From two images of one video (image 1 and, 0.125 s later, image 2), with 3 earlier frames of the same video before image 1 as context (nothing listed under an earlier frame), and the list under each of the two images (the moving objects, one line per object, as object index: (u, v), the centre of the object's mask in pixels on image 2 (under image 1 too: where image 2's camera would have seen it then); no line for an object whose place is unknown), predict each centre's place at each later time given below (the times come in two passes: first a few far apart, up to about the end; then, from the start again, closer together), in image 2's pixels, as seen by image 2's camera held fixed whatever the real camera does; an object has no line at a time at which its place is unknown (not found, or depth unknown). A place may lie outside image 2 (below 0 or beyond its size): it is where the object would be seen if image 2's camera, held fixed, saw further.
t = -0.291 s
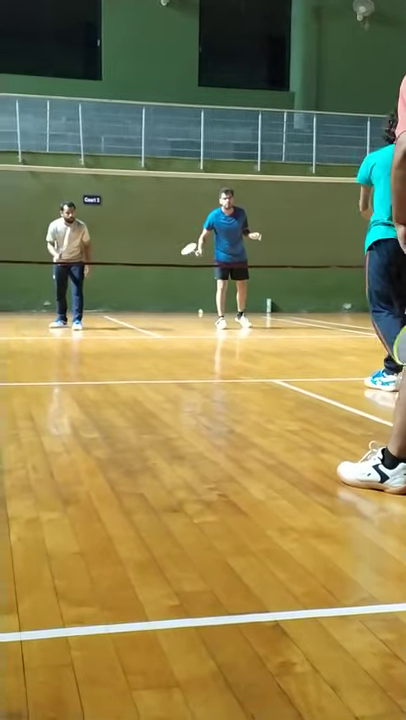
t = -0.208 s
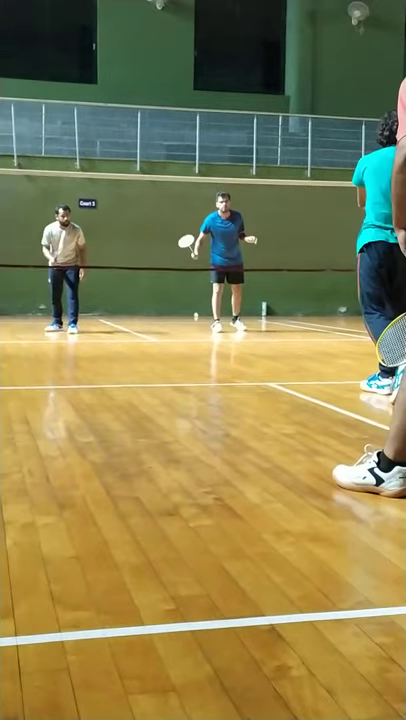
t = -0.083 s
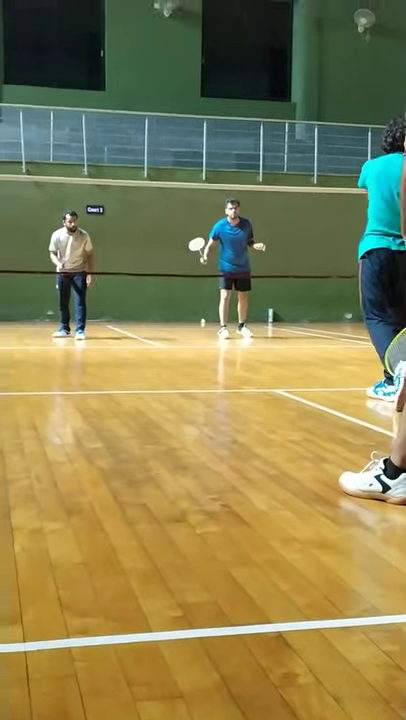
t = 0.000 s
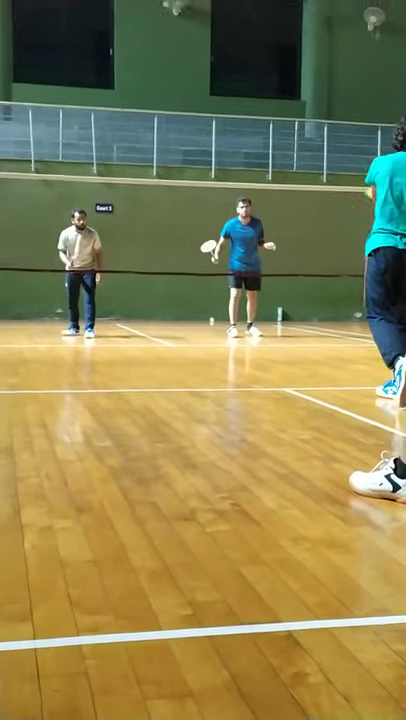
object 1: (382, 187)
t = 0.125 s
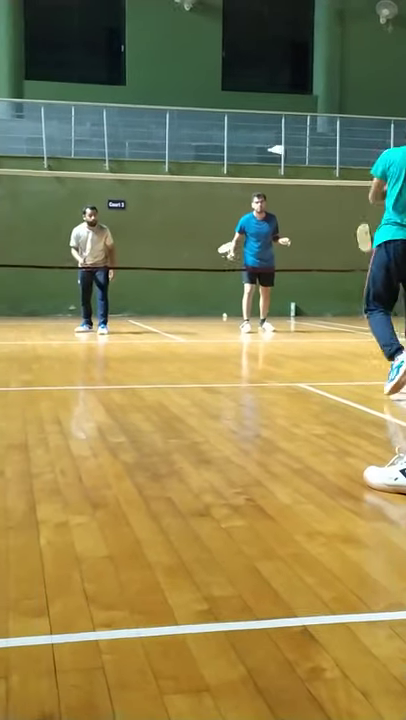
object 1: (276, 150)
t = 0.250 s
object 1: (200, 148)
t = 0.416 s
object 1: (131, 169)
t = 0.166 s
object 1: (247, 148)
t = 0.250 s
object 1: (200, 148)
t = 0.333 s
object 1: (161, 156)
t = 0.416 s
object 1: (131, 169)
